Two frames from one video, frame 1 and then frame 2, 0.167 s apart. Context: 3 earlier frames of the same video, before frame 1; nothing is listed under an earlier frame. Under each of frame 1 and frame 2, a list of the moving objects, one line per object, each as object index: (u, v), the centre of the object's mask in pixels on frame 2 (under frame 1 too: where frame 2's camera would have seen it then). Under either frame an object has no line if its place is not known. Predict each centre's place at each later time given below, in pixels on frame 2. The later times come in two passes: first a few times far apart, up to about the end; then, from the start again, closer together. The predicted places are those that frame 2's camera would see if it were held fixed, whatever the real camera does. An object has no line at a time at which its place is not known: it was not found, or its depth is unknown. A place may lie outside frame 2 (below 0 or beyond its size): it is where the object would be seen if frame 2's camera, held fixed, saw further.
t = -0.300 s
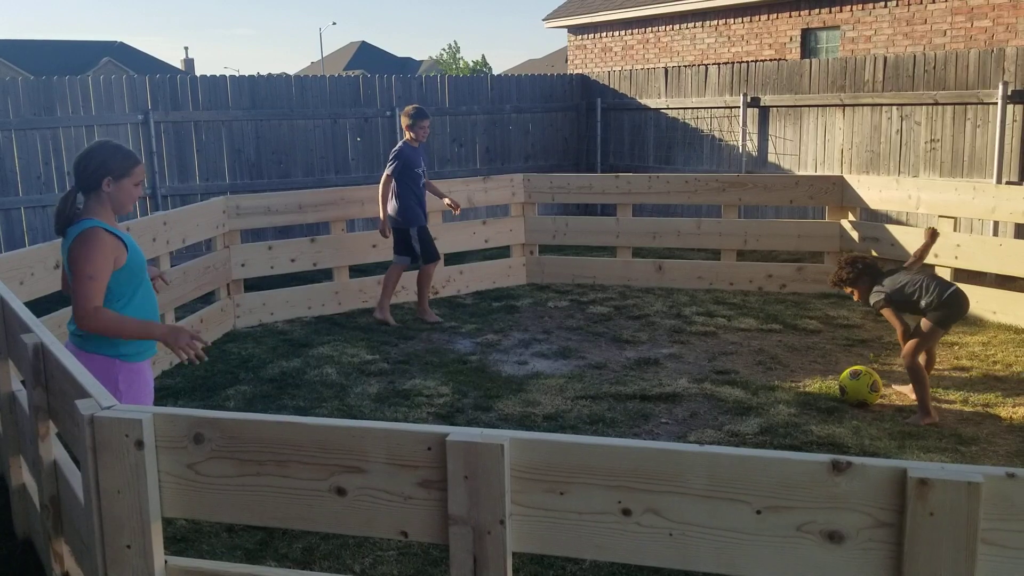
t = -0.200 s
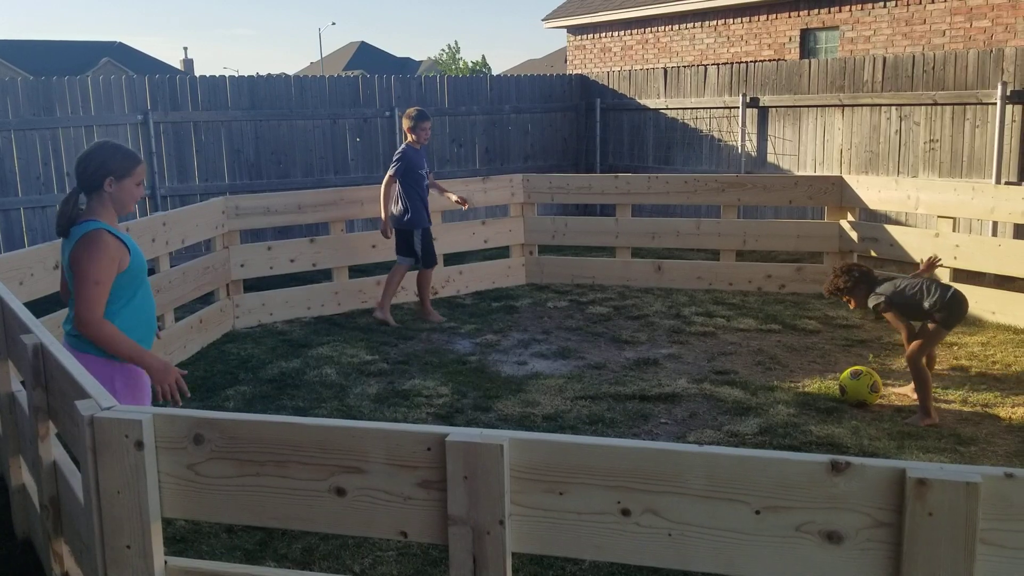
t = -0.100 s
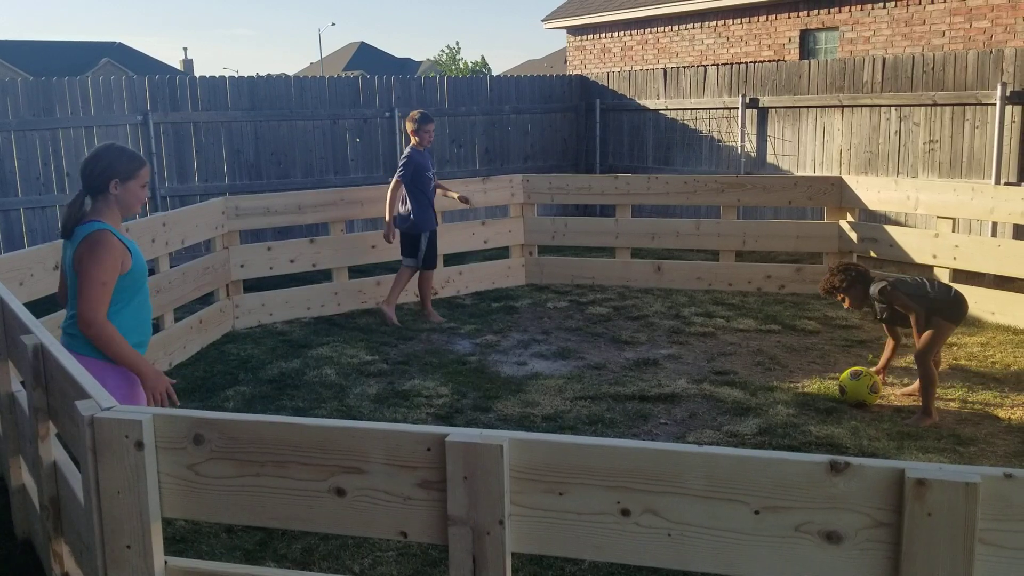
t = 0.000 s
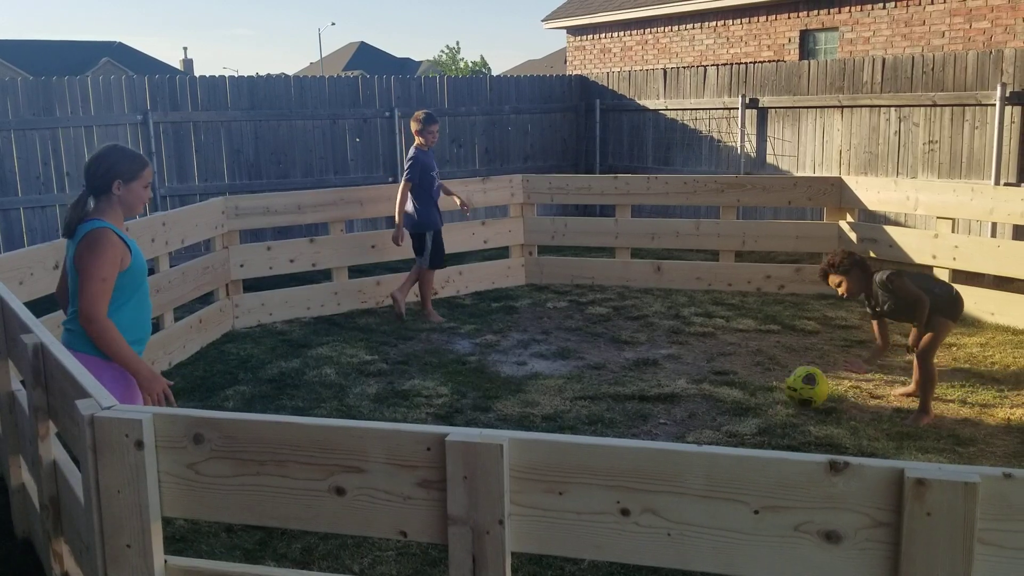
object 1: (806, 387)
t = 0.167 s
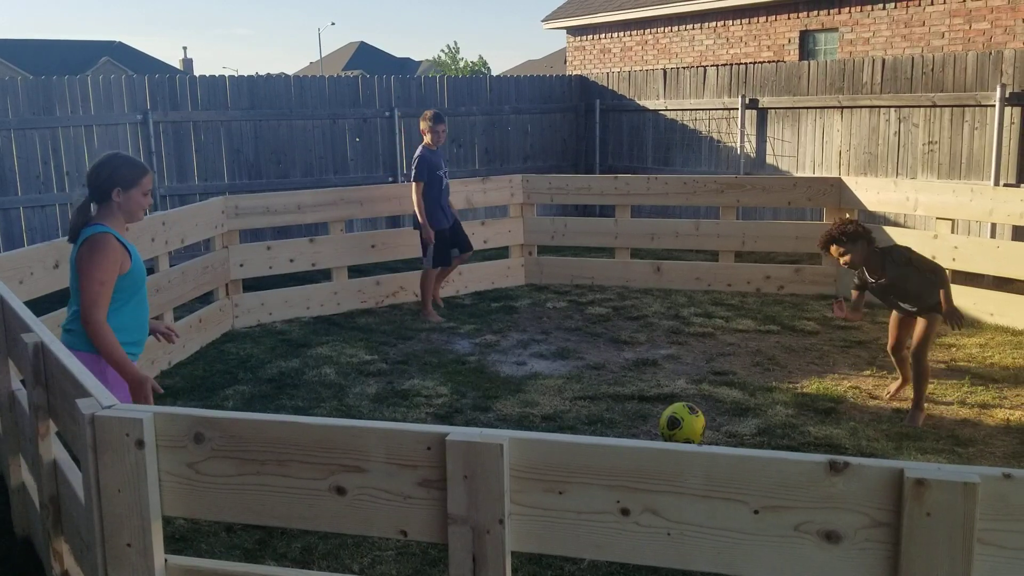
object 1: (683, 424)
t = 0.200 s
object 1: (661, 425)
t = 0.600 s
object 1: (390, 543)
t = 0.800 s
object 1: (234, 548)
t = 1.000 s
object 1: (183, 551)
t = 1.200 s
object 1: (298, 552)
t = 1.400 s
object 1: (357, 555)
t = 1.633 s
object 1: (399, 554)
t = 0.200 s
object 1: (661, 425)
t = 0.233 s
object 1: (641, 425)
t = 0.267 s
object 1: (622, 425)
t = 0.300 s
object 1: (602, 427)
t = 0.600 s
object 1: (390, 543)
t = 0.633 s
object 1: (366, 544)
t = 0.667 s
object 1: (341, 545)
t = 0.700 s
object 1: (314, 548)
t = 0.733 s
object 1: (287, 548)
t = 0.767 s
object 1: (261, 549)
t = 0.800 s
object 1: (234, 548)
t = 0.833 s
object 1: (207, 548)
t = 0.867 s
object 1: (183, 550)
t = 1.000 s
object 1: (183, 551)
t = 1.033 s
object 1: (206, 552)
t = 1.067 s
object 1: (231, 553)
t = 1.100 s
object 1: (256, 556)
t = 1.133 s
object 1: (275, 557)
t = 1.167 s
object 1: (287, 554)
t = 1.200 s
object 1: (298, 552)
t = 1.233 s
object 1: (309, 553)
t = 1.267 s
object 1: (320, 554)
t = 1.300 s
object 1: (333, 555)
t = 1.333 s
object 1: (341, 555)
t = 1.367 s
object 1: (349, 555)
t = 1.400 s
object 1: (357, 555)
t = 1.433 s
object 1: (364, 556)
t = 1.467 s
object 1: (371, 556)
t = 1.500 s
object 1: (376, 556)
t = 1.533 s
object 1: (381, 556)
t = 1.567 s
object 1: (387, 555)
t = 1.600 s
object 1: (393, 555)
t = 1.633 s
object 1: (399, 554)
